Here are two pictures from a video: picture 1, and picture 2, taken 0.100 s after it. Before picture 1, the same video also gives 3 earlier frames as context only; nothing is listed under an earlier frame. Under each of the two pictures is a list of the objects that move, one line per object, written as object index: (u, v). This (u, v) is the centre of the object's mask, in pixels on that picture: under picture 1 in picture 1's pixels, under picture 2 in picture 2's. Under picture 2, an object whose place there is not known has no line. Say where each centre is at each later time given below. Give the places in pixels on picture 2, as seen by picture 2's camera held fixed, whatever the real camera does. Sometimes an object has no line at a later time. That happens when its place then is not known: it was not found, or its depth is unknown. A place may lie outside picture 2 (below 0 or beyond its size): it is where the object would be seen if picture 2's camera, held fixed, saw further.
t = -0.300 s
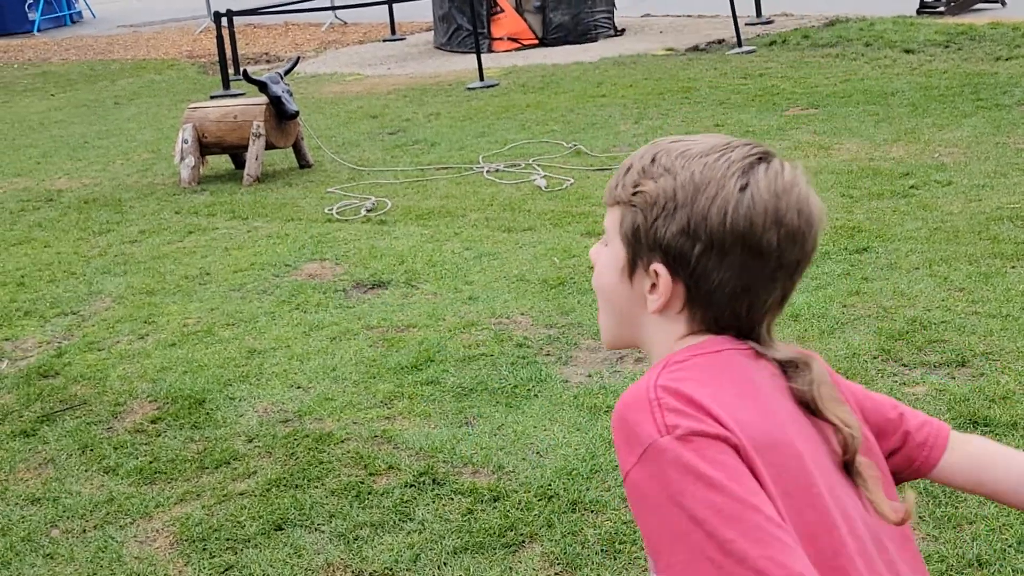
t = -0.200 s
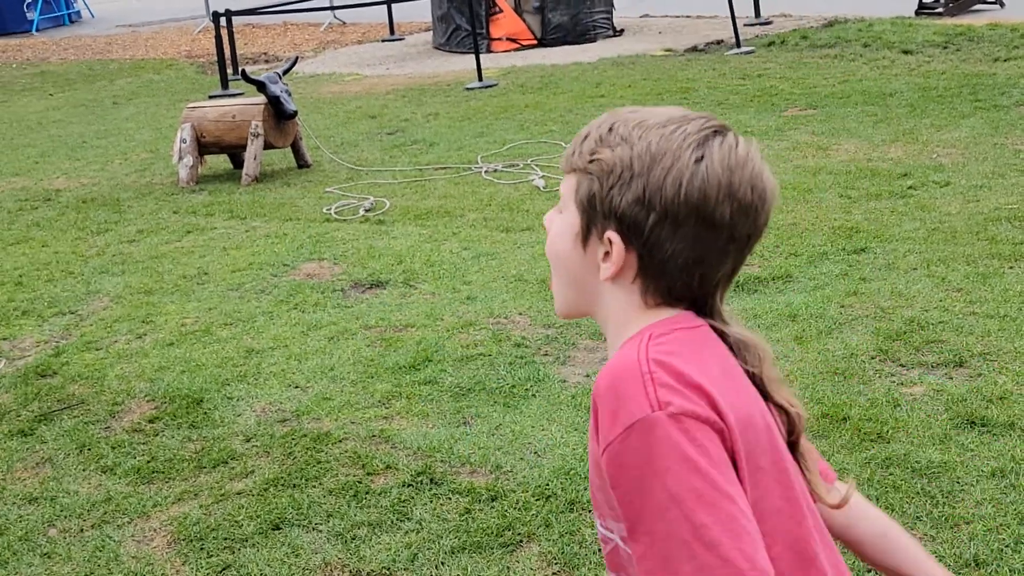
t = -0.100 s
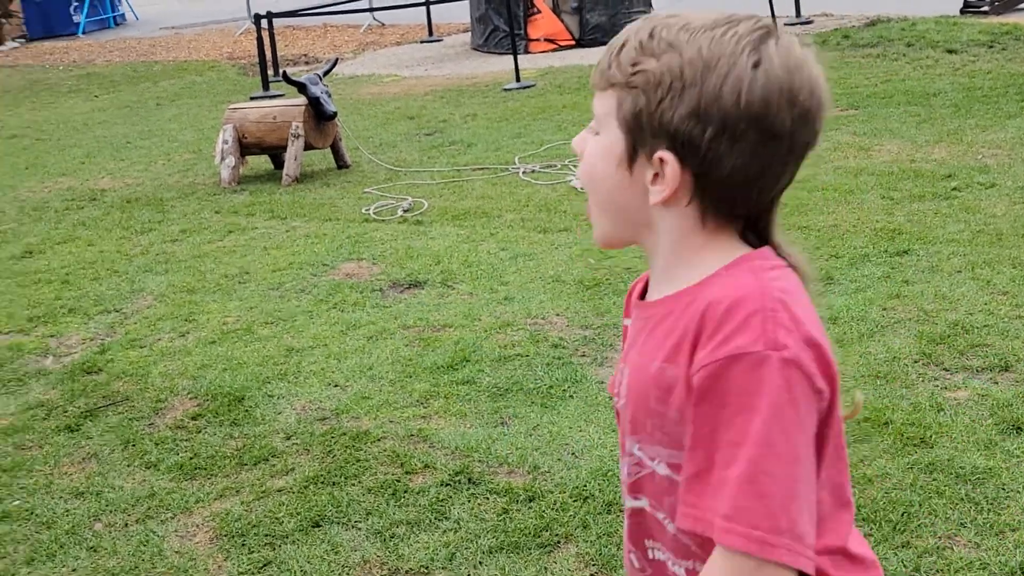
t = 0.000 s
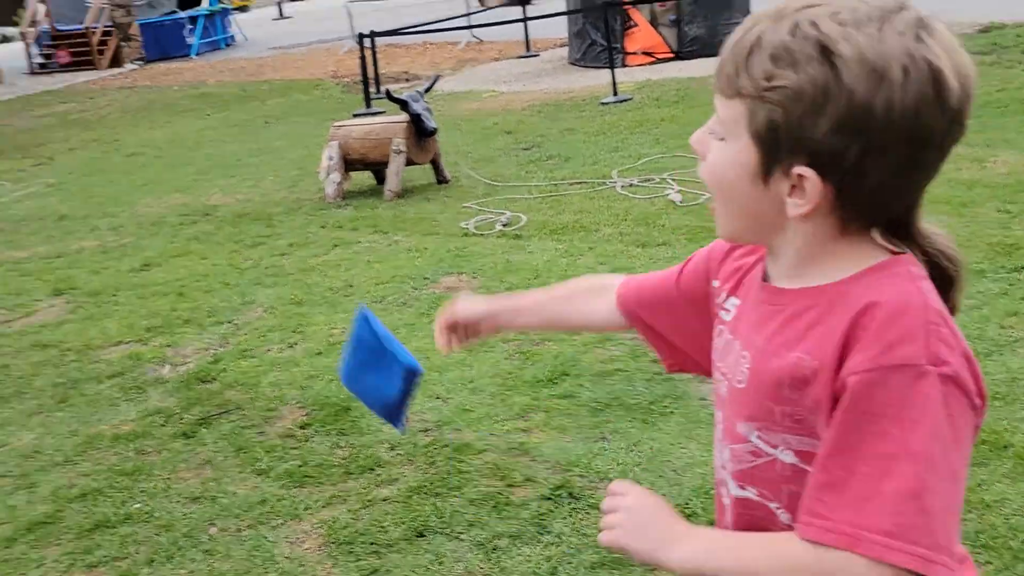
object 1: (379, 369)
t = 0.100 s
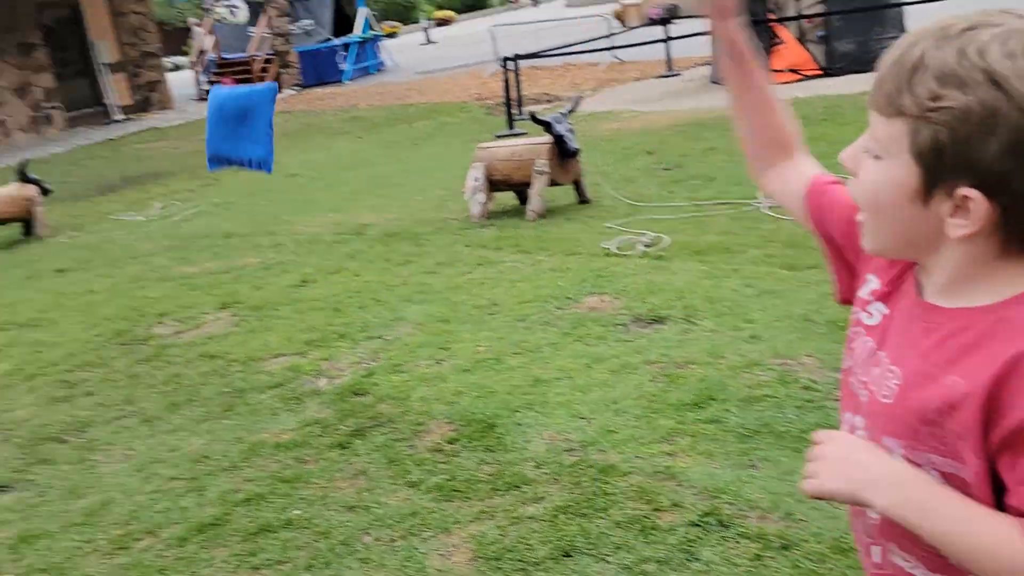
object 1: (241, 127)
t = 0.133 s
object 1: (165, 65)
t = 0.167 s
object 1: (97, 15)
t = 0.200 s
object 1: (38, -22)
